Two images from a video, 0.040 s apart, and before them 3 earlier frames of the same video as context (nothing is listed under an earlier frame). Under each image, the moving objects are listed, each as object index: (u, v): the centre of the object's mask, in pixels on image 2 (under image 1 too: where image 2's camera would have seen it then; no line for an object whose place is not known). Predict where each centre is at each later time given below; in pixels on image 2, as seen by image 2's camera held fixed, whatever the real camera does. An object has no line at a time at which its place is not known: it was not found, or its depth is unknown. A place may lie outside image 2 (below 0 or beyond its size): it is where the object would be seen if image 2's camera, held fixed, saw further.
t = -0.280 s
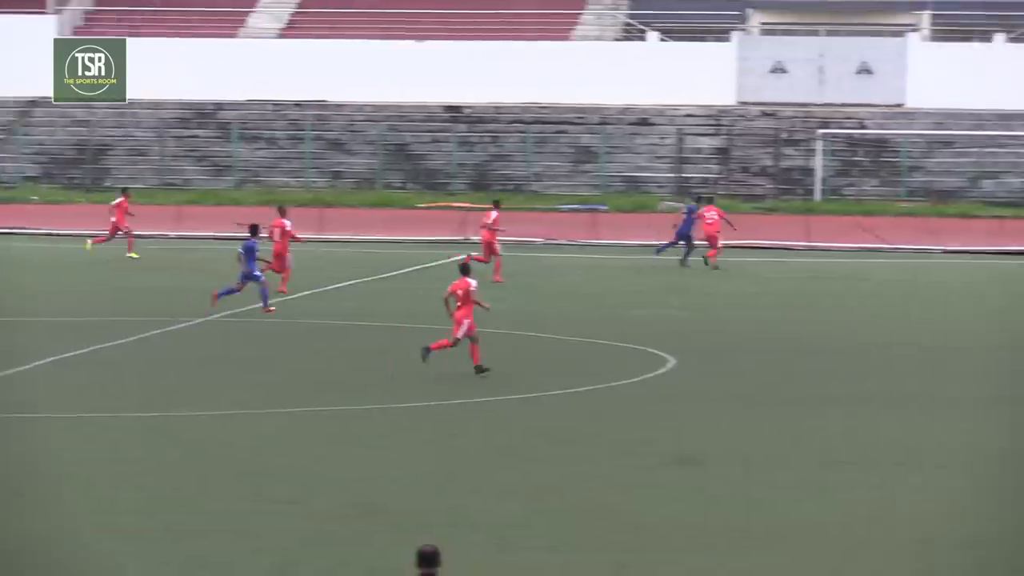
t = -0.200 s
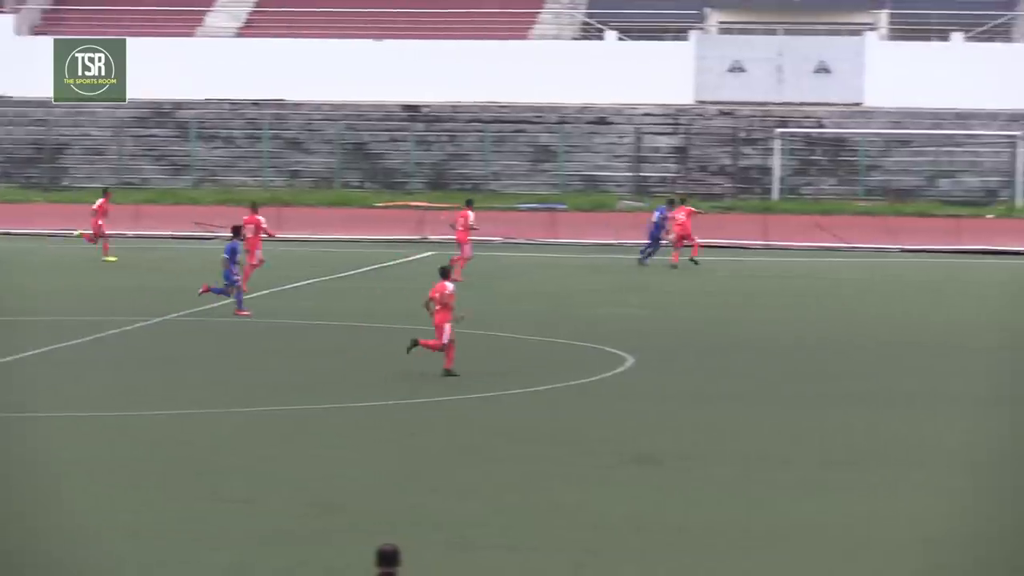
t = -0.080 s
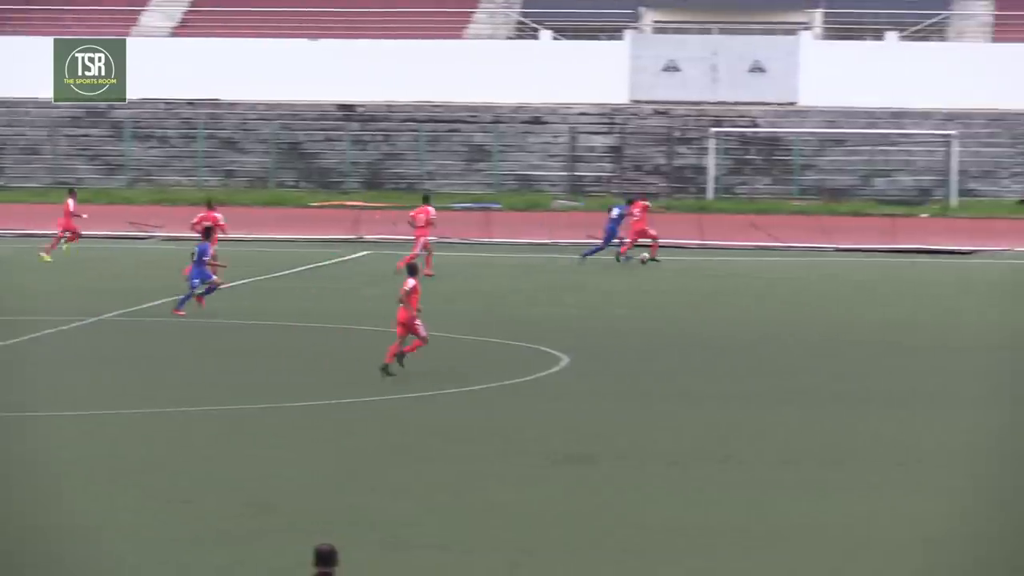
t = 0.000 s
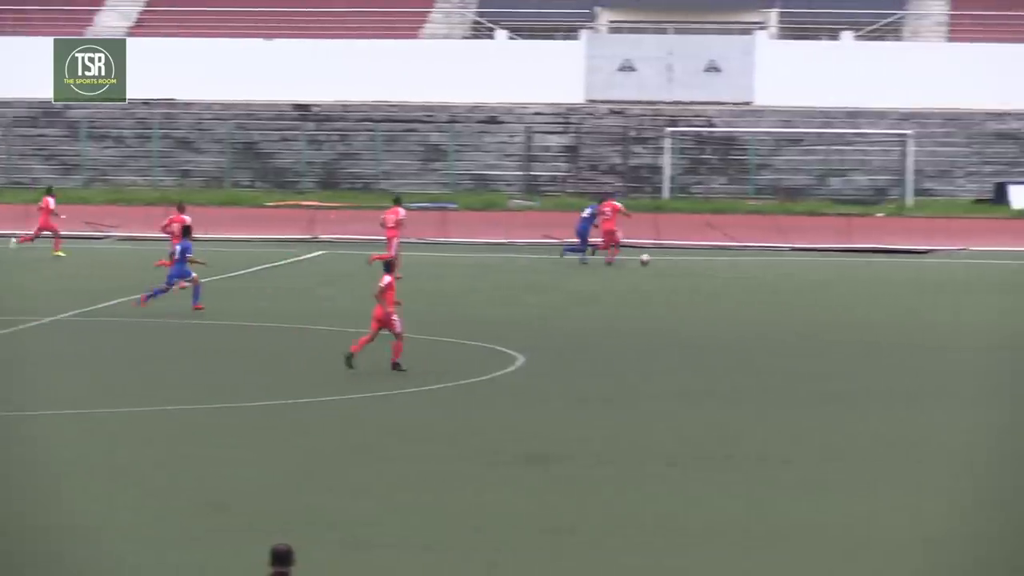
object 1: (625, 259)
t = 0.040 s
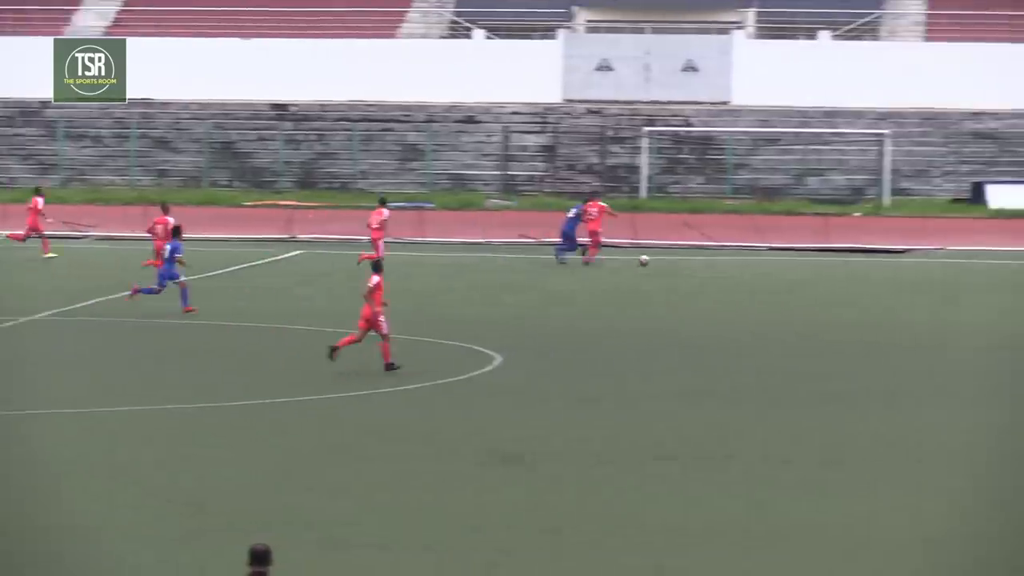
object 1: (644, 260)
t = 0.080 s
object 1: (662, 260)
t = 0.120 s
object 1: (682, 261)
